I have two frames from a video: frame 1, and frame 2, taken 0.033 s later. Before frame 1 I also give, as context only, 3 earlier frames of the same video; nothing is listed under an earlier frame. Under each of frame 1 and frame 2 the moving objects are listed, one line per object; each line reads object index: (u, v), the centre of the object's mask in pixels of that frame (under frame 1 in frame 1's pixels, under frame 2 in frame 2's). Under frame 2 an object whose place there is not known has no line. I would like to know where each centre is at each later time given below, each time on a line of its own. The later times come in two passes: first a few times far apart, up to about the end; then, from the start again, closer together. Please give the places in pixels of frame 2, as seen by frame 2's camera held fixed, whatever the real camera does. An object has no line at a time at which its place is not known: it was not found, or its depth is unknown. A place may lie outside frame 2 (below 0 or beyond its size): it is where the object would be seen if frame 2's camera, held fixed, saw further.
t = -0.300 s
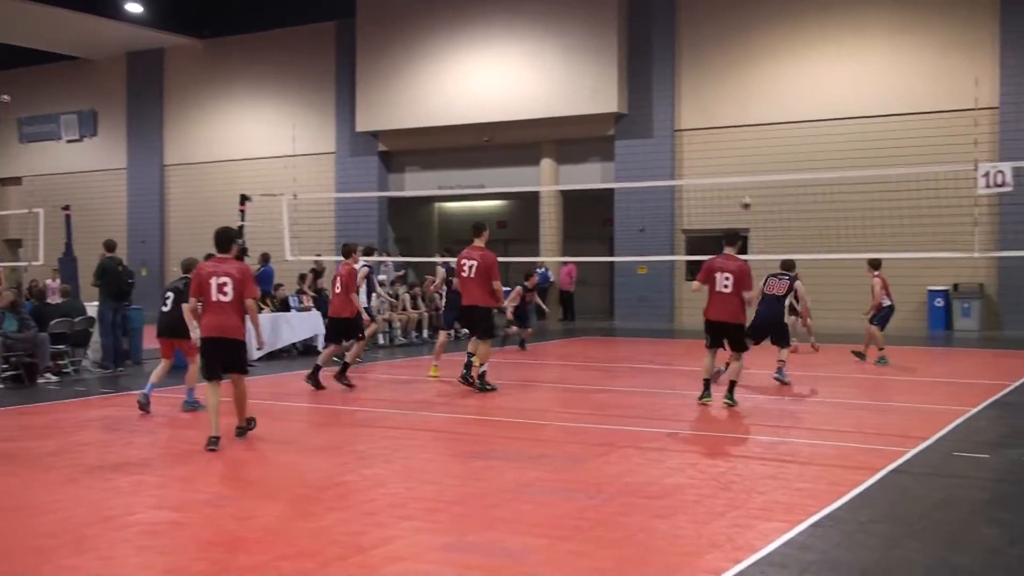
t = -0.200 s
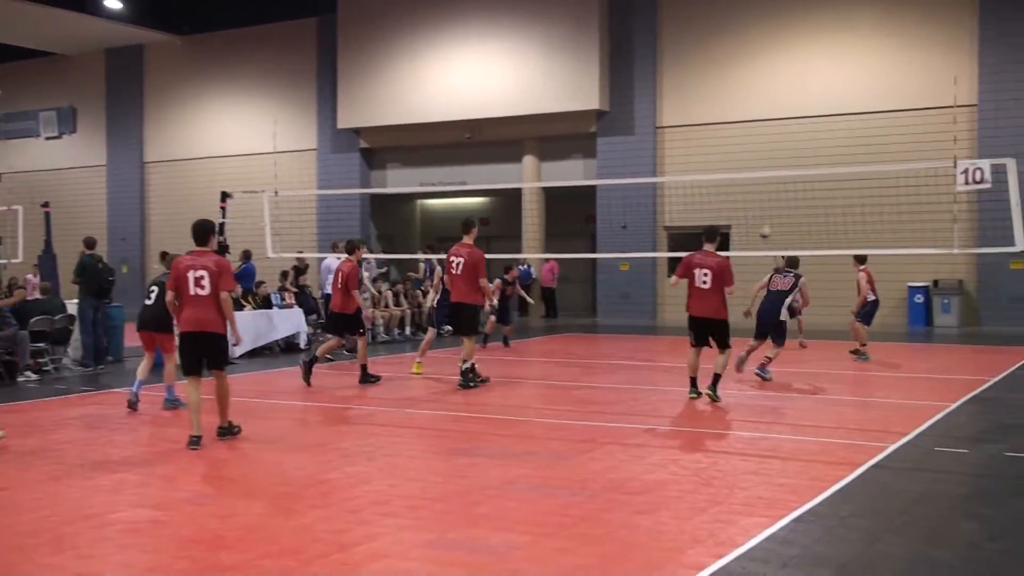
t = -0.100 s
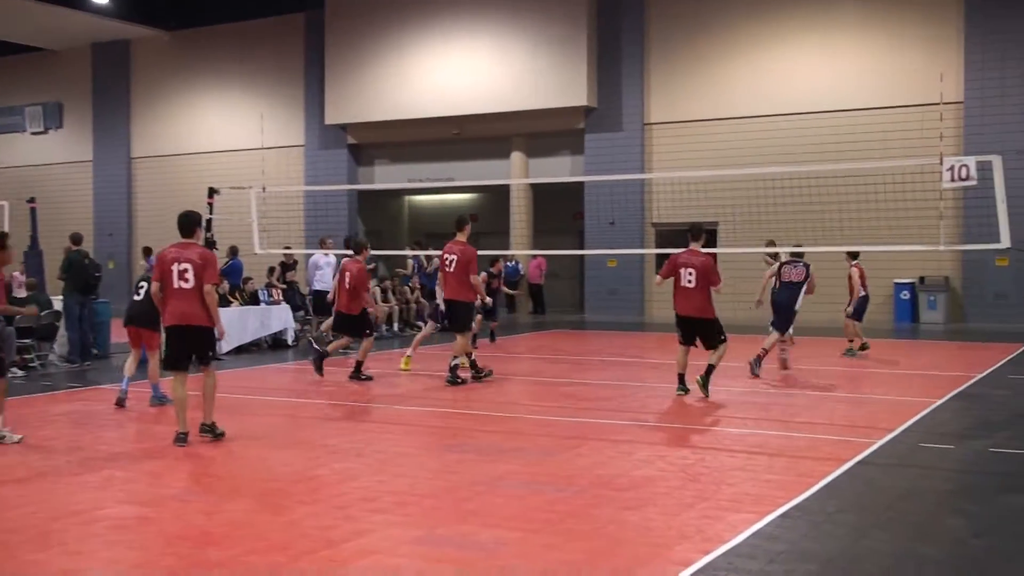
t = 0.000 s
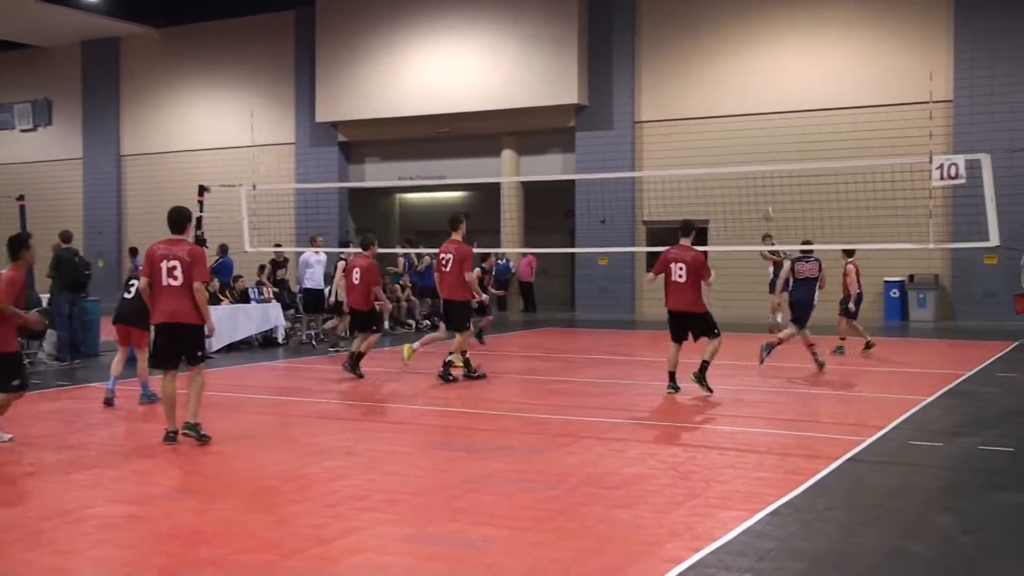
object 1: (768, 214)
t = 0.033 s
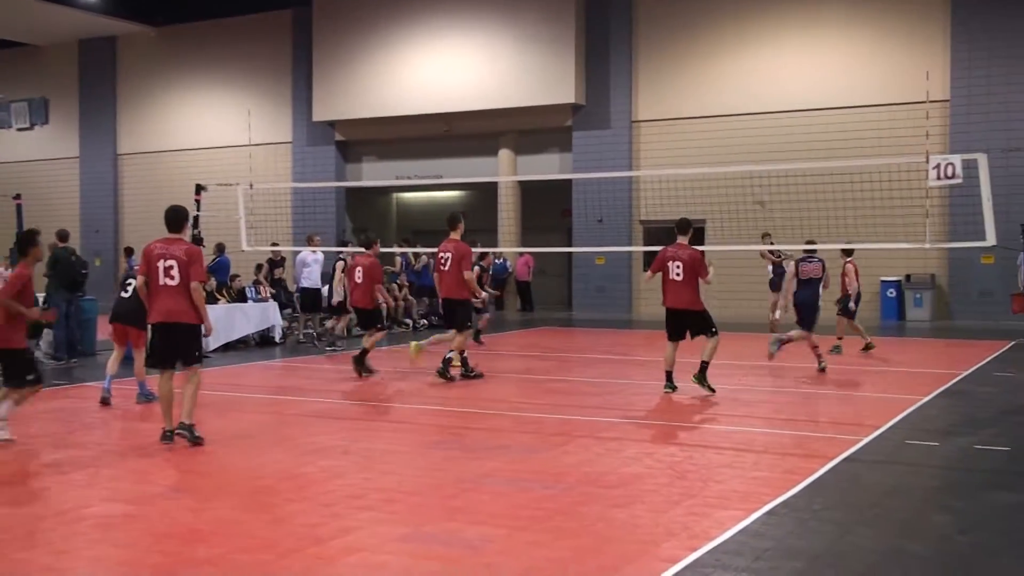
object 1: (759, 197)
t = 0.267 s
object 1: (745, 119)
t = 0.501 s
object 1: (733, 68)
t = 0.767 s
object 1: (721, 50)
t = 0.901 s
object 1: (713, 57)
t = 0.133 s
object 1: (753, 161)
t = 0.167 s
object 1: (752, 150)
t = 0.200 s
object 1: (749, 138)
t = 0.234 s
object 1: (747, 128)
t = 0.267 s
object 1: (745, 119)
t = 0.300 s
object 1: (742, 110)
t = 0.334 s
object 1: (740, 101)
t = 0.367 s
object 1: (739, 93)
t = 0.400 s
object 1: (737, 85)
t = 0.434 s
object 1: (735, 79)
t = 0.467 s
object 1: (734, 73)
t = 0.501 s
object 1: (733, 68)
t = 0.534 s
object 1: (731, 65)
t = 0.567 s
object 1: (730, 60)
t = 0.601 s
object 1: (728, 57)
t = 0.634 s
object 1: (727, 54)
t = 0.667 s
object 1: (725, 52)
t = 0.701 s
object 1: (724, 50)
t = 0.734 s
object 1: (723, 50)
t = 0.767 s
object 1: (721, 50)
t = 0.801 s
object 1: (719, 51)
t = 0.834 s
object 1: (717, 52)
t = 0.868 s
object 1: (715, 55)
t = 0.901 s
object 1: (713, 57)
